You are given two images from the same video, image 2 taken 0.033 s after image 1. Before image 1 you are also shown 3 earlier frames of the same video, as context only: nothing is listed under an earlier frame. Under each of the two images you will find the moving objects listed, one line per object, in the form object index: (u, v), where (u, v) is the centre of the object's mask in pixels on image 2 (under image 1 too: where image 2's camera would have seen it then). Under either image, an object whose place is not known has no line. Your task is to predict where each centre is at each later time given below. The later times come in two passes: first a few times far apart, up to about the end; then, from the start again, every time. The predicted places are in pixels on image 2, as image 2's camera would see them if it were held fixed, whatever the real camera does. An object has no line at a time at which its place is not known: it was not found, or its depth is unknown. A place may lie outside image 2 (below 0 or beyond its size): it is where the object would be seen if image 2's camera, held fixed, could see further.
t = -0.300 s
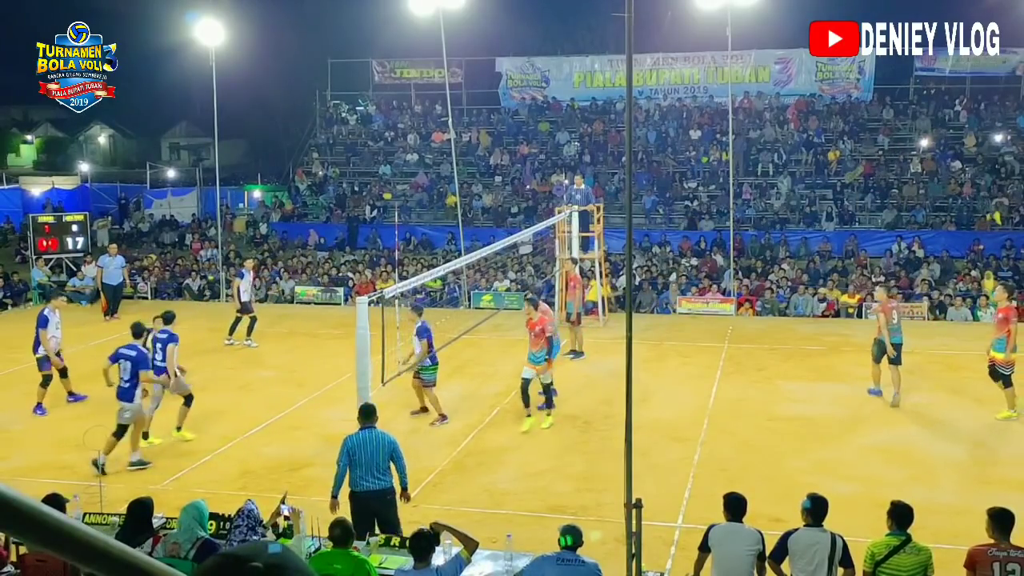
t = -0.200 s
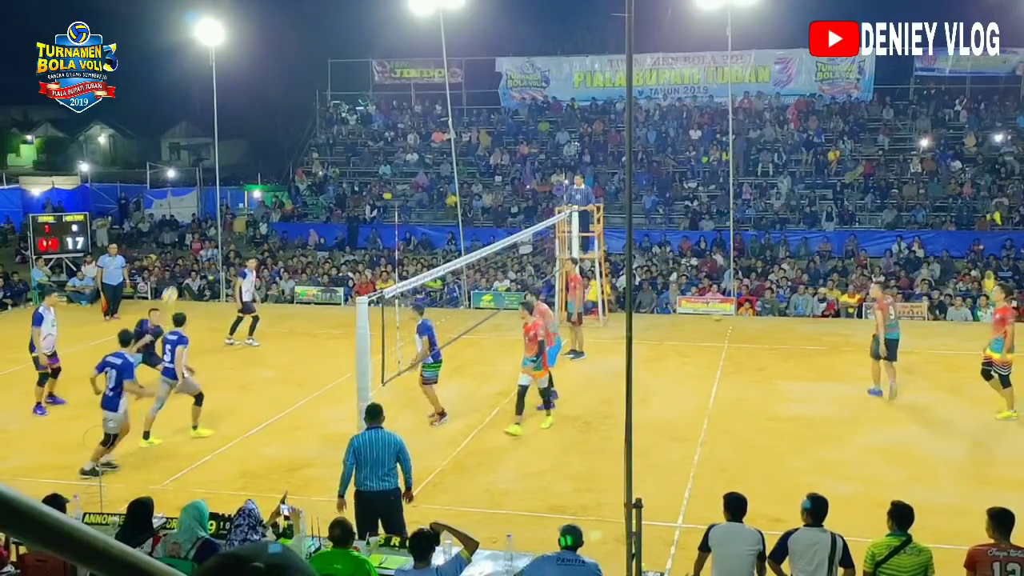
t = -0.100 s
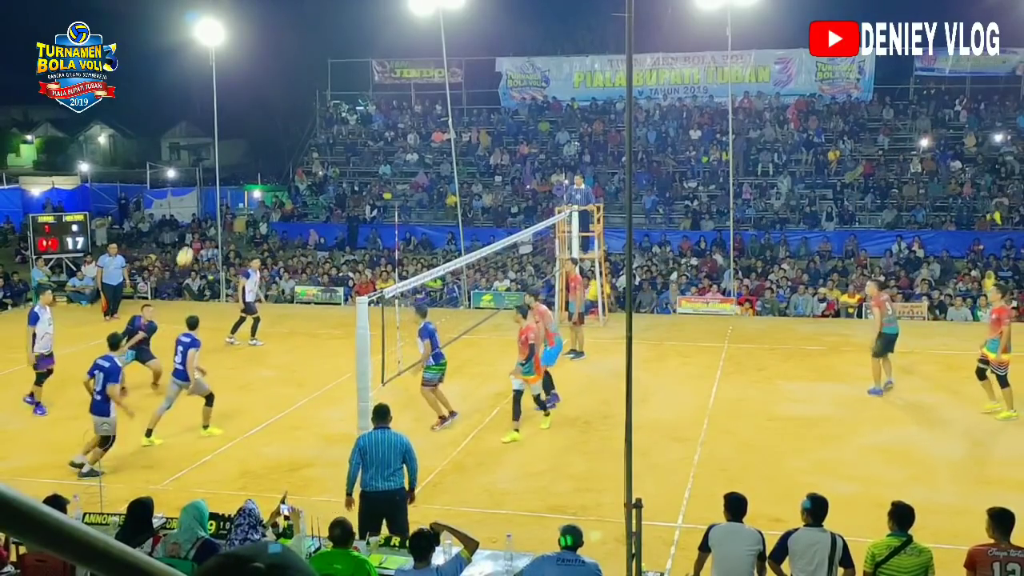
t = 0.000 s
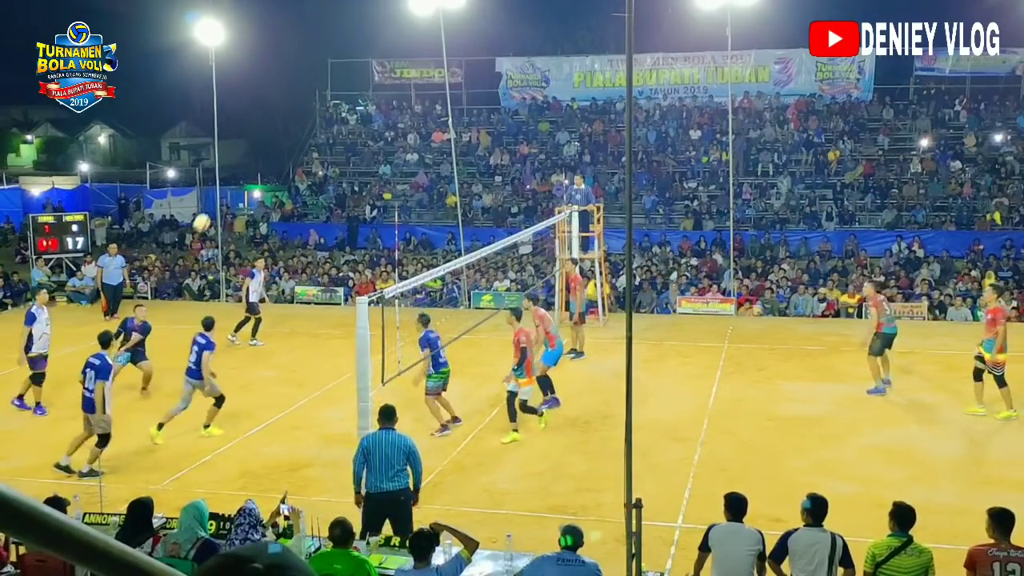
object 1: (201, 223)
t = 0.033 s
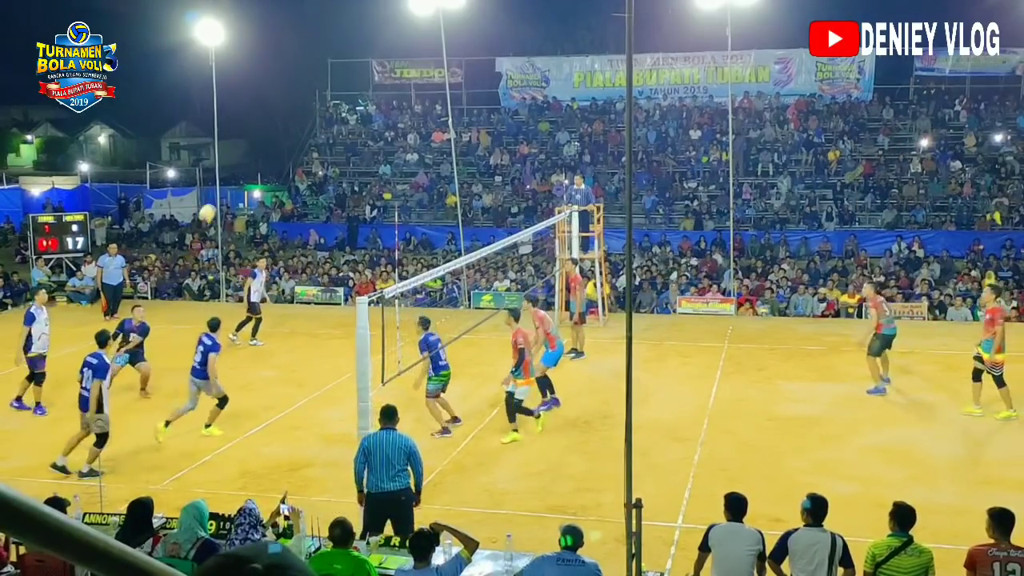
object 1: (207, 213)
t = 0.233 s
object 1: (242, 169)
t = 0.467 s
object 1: (286, 149)
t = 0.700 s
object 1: (333, 166)
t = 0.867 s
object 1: (367, 201)
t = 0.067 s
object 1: (212, 204)
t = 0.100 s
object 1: (219, 195)
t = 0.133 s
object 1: (225, 187)
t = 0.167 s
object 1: (231, 180)
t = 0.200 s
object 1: (236, 174)
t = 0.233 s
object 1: (242, 169)
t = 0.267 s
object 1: (249, 163)
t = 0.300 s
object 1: (255, 159)
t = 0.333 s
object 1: (261, 156)
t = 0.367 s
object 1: (267, 153)
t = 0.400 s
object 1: (274, 151)
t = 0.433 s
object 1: (280, 150)
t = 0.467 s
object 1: (286, 149)
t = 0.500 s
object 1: (293, 150)
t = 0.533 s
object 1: (299, 150)
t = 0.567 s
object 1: (306, 152)
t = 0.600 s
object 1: (312, 155)
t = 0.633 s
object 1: (320, 158)
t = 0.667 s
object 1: (326, 162)
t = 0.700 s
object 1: (333, 166)
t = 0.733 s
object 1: (339, 171)
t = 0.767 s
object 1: (346, 178)
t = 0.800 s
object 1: (353, 185)
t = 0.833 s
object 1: (360, 193)
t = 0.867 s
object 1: (367, 201)
